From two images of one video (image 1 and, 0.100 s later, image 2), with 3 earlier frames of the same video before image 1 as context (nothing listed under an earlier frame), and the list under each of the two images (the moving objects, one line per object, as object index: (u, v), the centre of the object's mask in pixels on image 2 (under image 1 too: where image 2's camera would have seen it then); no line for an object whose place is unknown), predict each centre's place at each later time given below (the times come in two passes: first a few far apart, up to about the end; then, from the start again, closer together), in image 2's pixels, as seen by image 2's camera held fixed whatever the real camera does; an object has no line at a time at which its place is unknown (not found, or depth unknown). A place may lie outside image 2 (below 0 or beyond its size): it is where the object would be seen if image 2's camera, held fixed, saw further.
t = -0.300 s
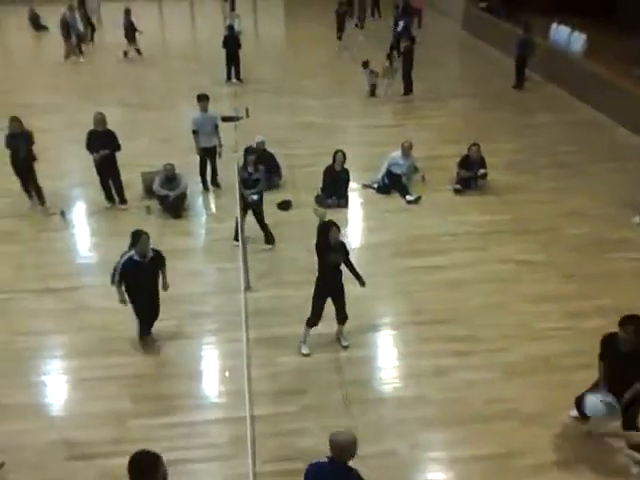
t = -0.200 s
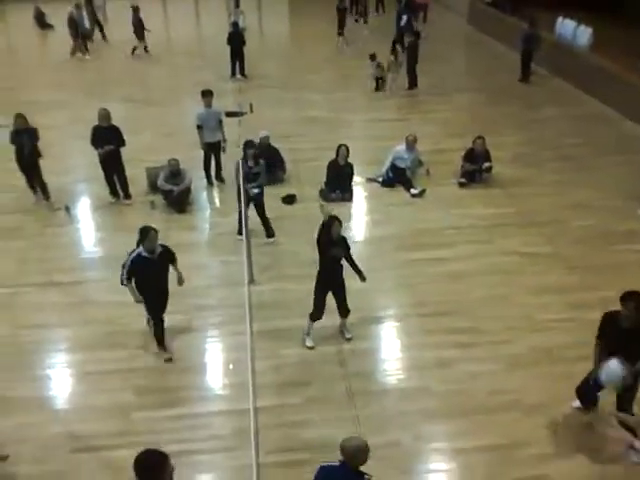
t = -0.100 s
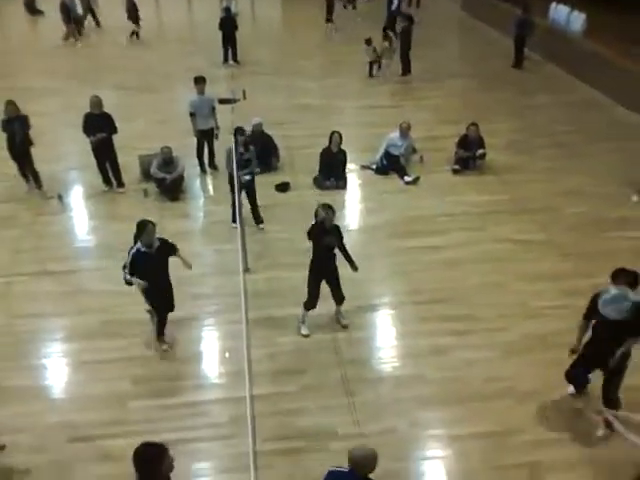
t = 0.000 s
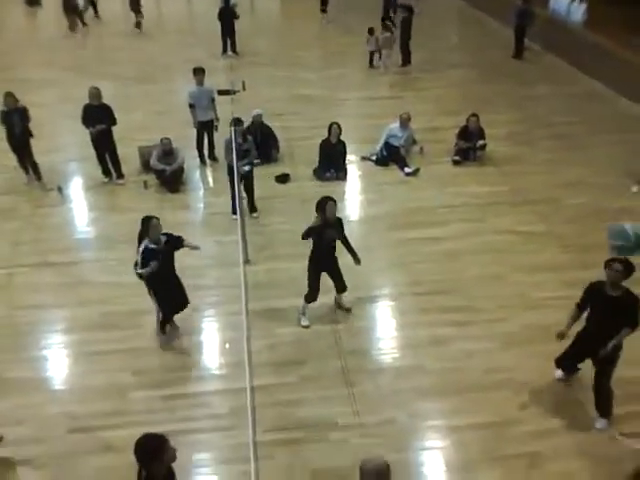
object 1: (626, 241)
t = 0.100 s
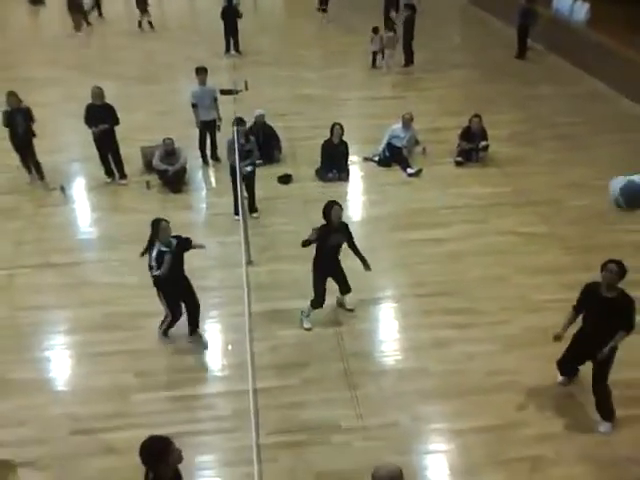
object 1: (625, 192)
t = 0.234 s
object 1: (622, 137)
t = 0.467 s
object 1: (610, 94)
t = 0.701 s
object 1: (567, 147)
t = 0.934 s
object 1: (509, 280)
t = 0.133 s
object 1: (623, 177)
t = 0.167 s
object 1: (622, 162)
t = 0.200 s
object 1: (622, 149)
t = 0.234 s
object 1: (622, 137)
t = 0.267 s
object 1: (621, 126)
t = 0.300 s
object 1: (622, 116)
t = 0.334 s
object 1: (622, 109)
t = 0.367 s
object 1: (619, 102)
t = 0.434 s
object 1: (615, 96)
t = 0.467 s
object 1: (610, 94)
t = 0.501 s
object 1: (607, 95)
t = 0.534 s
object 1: (604, 101)
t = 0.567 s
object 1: (597, 108)
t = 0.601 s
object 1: (589, 114)
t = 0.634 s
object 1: (582, 125)
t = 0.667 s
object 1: (575, 136)
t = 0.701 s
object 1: (567, 147)
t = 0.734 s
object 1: (560, 163)
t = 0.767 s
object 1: (550, 179)
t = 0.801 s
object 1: (544, 196)
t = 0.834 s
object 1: (536, 217)
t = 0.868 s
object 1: (527, 238)
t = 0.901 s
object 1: (517, 259)
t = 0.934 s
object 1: (509, 280)
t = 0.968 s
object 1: (500, 304)
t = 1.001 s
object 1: (492, 327)
